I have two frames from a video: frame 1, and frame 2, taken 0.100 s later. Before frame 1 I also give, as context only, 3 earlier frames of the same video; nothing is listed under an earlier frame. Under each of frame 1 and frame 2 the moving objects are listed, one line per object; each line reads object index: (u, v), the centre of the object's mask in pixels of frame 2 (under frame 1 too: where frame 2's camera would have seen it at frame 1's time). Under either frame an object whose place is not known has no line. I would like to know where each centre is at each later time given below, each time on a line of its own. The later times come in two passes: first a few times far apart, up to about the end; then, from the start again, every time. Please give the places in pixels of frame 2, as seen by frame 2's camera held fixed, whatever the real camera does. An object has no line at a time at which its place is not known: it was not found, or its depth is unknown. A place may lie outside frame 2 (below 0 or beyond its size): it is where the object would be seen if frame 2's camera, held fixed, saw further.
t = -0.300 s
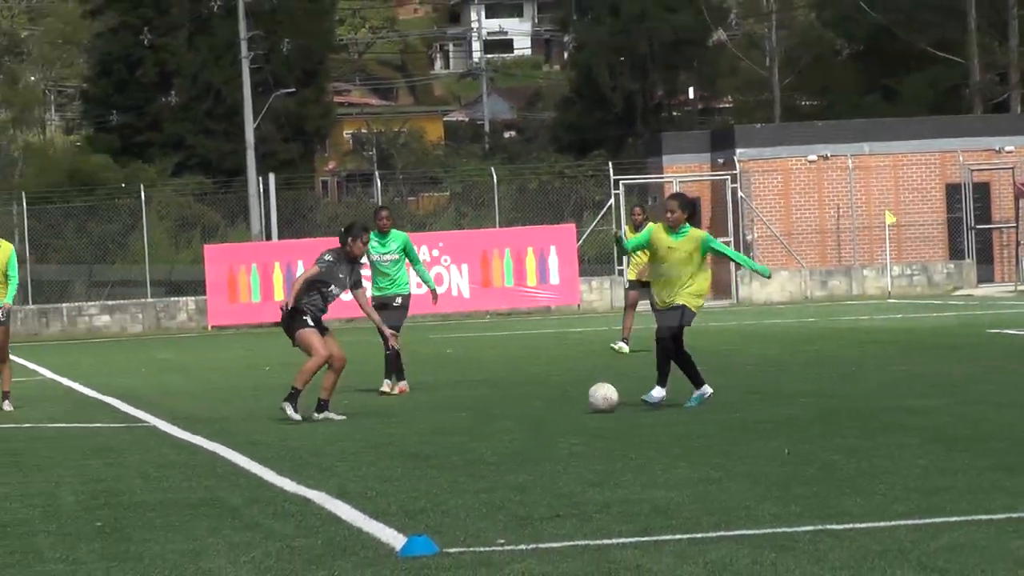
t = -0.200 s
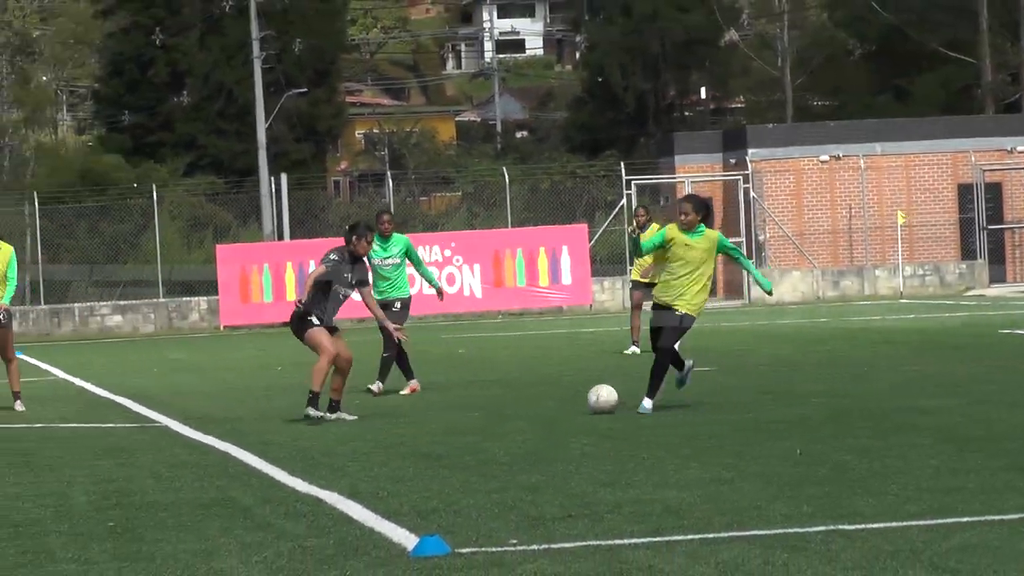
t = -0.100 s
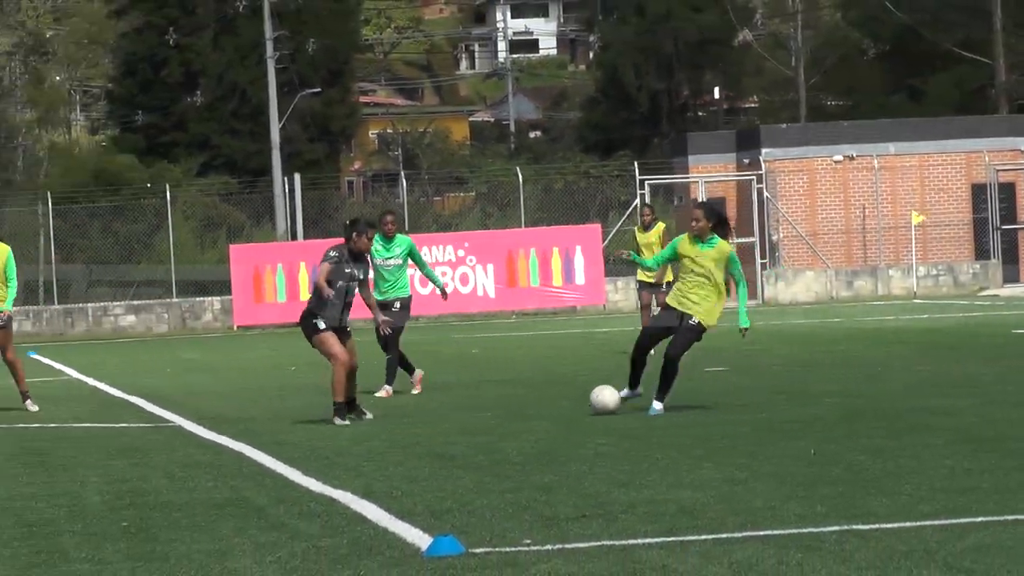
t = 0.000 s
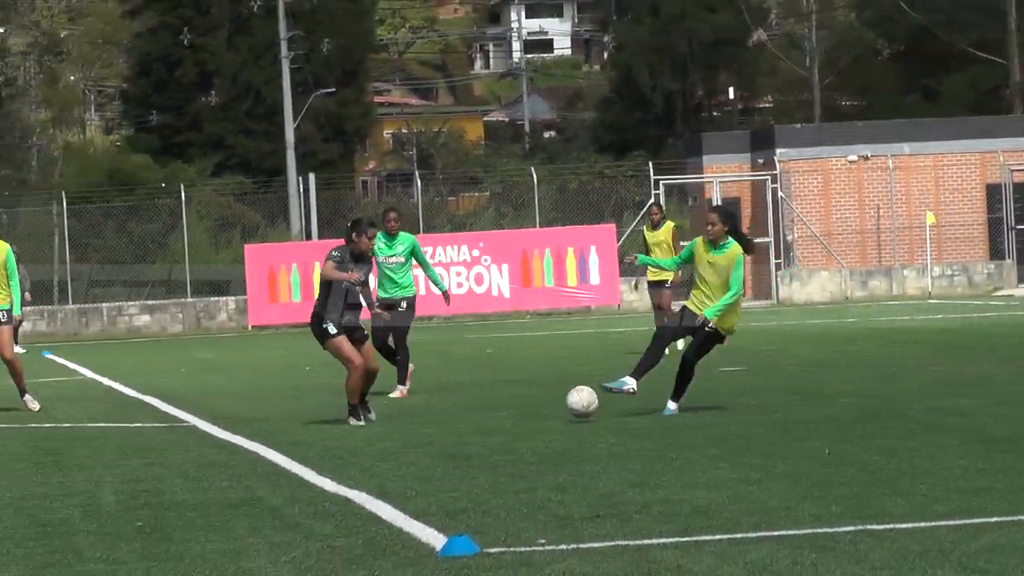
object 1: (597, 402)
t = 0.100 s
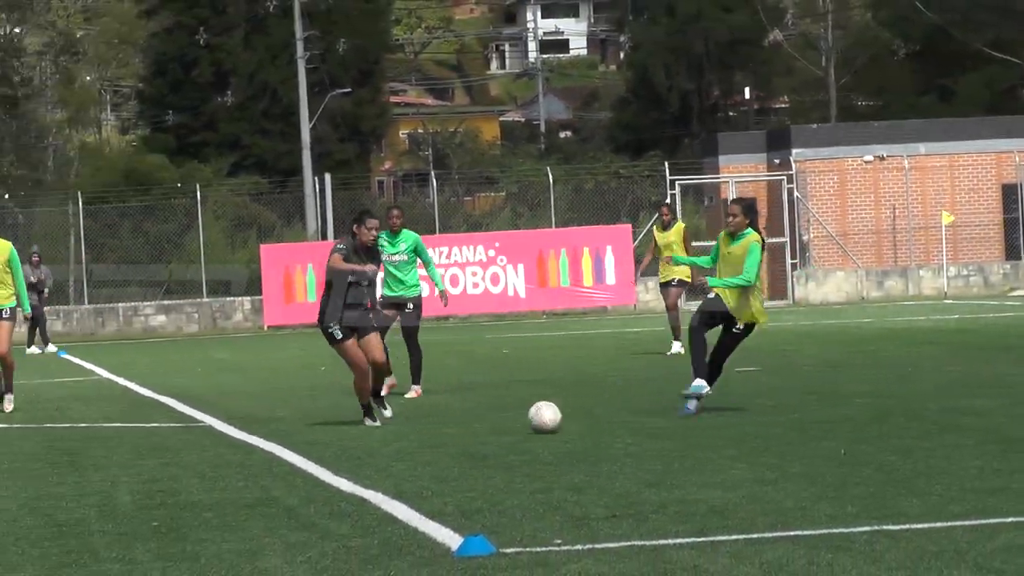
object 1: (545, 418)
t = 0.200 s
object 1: (493, 423)
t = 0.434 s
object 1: (367, 458)
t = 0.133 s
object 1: (528, 421)
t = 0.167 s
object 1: (511, 421)
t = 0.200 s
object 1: (493, 423)
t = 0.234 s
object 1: (475, 429)
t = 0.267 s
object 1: (457, 436)
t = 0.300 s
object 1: (439, 444)
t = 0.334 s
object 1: (422, 448)
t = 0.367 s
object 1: (404, 449)
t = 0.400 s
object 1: (385, 452)
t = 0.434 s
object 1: (367, 458)
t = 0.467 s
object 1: (348, 467)
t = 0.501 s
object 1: (330, 470)
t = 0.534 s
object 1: (312, 473)
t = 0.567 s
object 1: (294, 476)
